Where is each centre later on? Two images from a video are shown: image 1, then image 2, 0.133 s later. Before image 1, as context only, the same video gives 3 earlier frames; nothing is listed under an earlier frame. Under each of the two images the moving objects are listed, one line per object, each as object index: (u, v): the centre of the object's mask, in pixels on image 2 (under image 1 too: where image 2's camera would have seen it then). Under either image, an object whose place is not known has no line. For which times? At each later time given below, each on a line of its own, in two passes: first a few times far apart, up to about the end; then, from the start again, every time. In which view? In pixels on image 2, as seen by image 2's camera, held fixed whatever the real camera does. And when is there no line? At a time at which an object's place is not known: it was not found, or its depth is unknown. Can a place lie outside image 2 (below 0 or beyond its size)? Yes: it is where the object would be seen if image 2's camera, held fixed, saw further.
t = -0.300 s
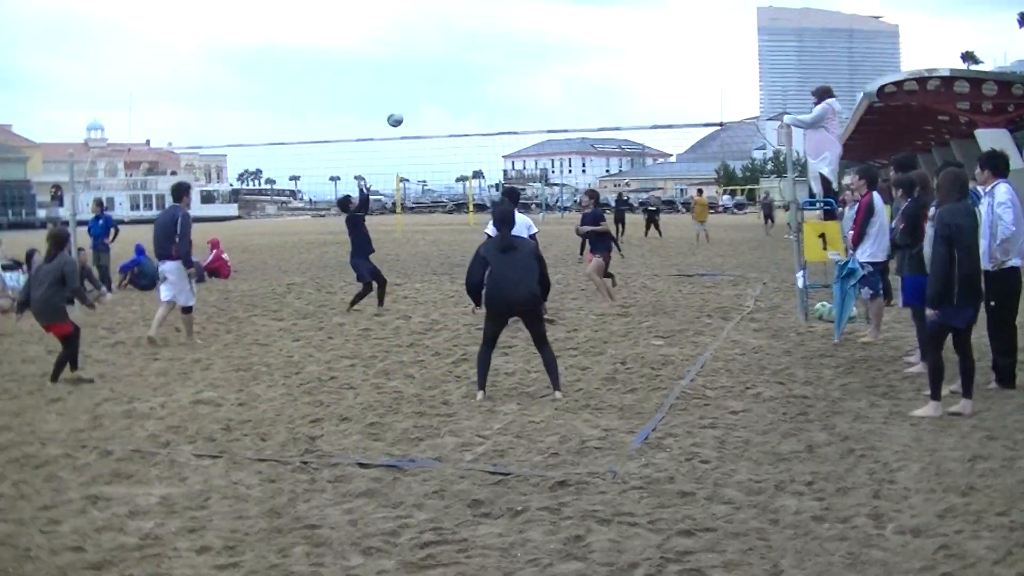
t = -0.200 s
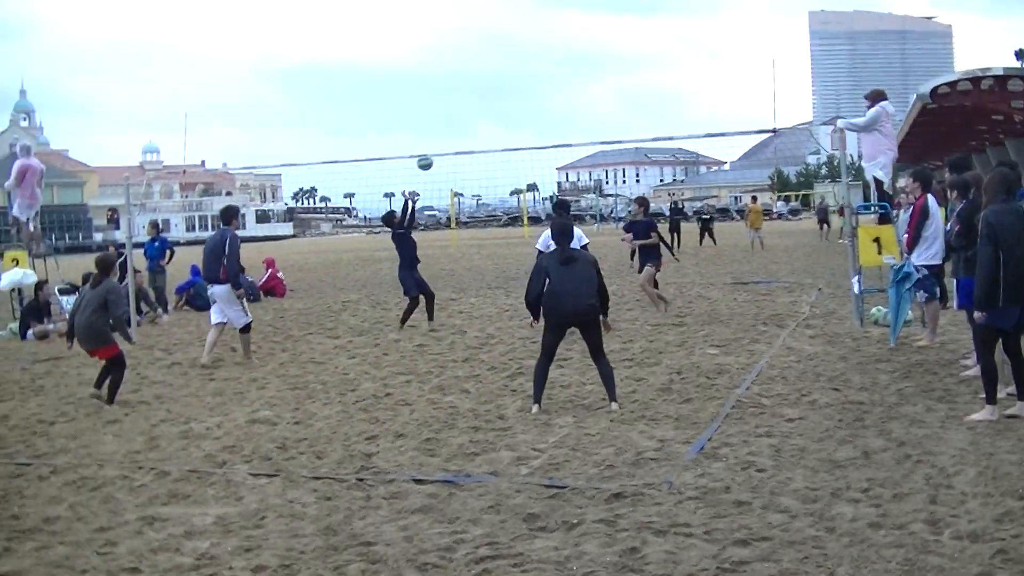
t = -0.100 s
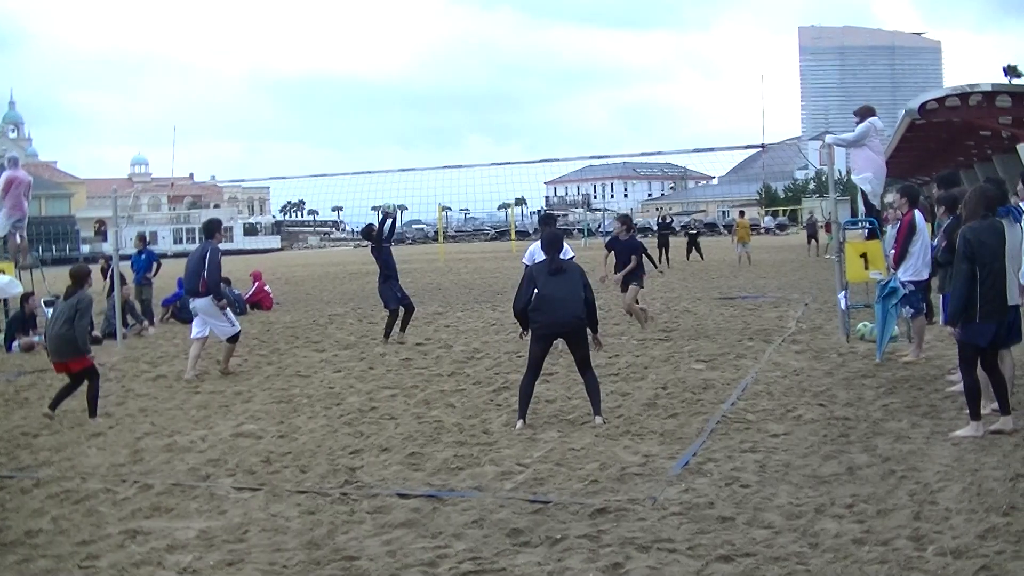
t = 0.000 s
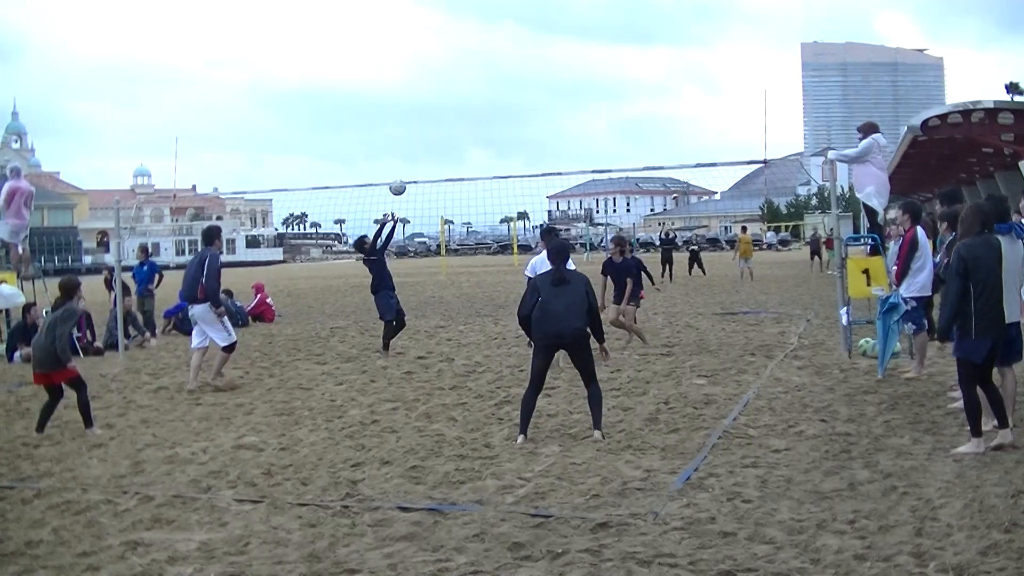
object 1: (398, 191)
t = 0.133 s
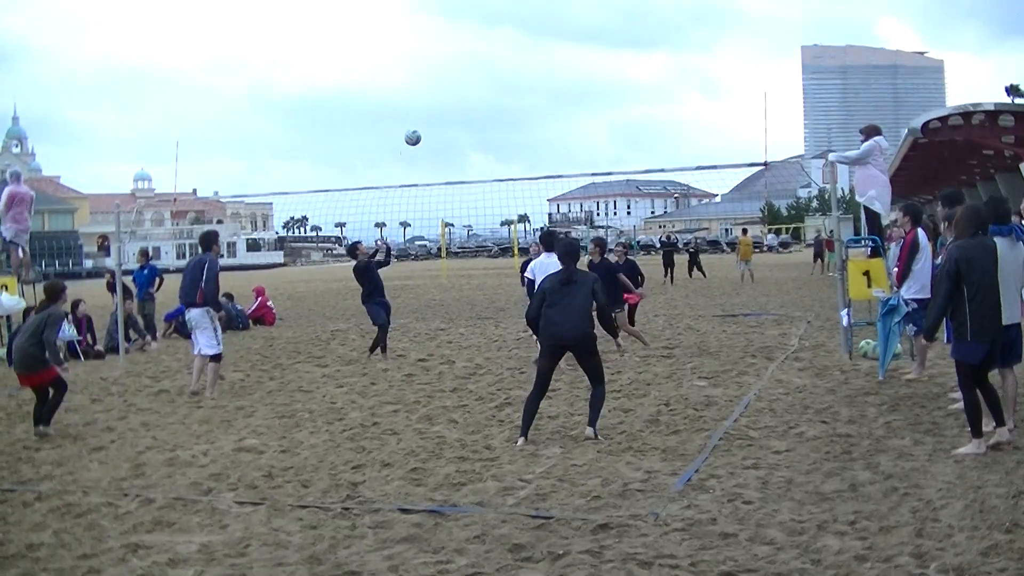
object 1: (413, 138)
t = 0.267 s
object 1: (427, 98)
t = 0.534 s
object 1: (454, 60)
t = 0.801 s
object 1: (486, 74)
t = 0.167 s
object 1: (417, 127)
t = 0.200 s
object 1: (420, 117)
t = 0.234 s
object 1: (424, 107)
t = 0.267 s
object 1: (427, 98)
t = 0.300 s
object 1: (429, 90)
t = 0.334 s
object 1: (433, 83)
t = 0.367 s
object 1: (436, 78)
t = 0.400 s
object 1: (440, 72)
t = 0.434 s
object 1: (444, 68)
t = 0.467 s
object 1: (448, 64)
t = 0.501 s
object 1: (451, 62)
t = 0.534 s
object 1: (454, 60)
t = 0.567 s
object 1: (458, 59)
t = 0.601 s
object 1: (462, 58)
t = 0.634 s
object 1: (466, 59)
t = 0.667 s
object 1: (469, 60)
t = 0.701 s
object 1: (473, 62)
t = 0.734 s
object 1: (477, 66)
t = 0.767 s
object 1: (482, 69)
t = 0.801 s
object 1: (486, 74)
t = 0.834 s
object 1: (490, 79)
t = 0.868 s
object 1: (495, 86)
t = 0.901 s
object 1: (499, 93)
